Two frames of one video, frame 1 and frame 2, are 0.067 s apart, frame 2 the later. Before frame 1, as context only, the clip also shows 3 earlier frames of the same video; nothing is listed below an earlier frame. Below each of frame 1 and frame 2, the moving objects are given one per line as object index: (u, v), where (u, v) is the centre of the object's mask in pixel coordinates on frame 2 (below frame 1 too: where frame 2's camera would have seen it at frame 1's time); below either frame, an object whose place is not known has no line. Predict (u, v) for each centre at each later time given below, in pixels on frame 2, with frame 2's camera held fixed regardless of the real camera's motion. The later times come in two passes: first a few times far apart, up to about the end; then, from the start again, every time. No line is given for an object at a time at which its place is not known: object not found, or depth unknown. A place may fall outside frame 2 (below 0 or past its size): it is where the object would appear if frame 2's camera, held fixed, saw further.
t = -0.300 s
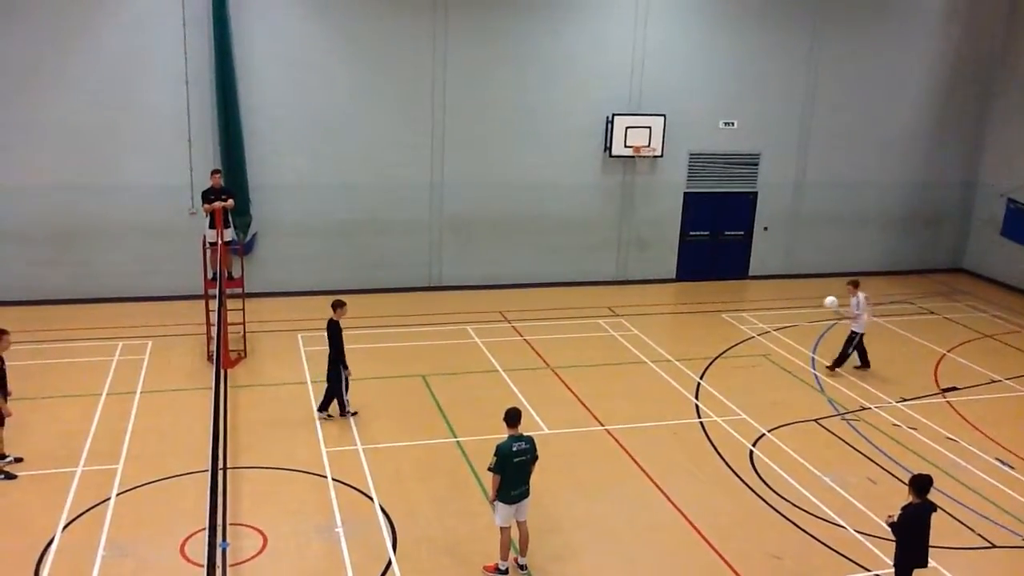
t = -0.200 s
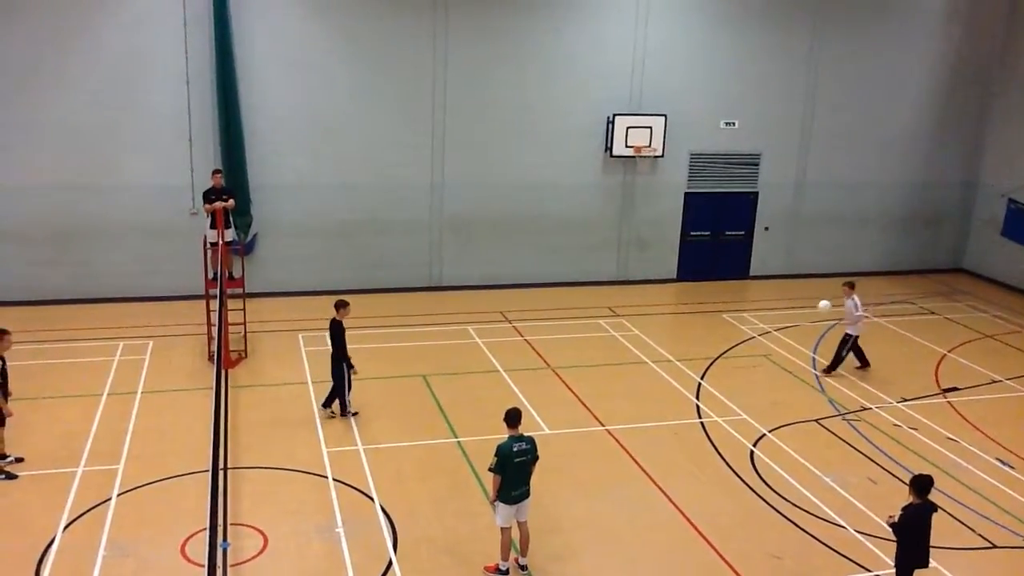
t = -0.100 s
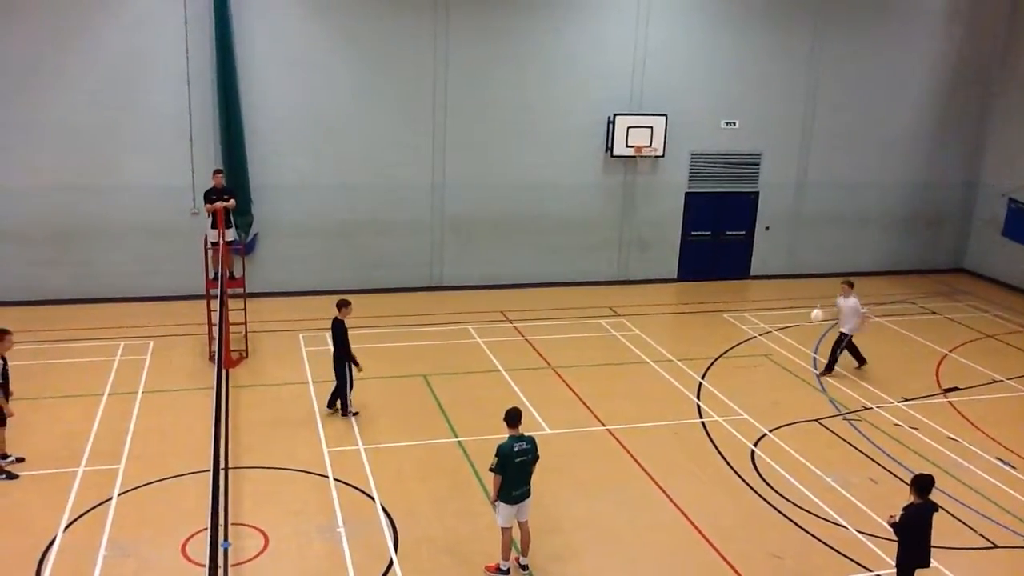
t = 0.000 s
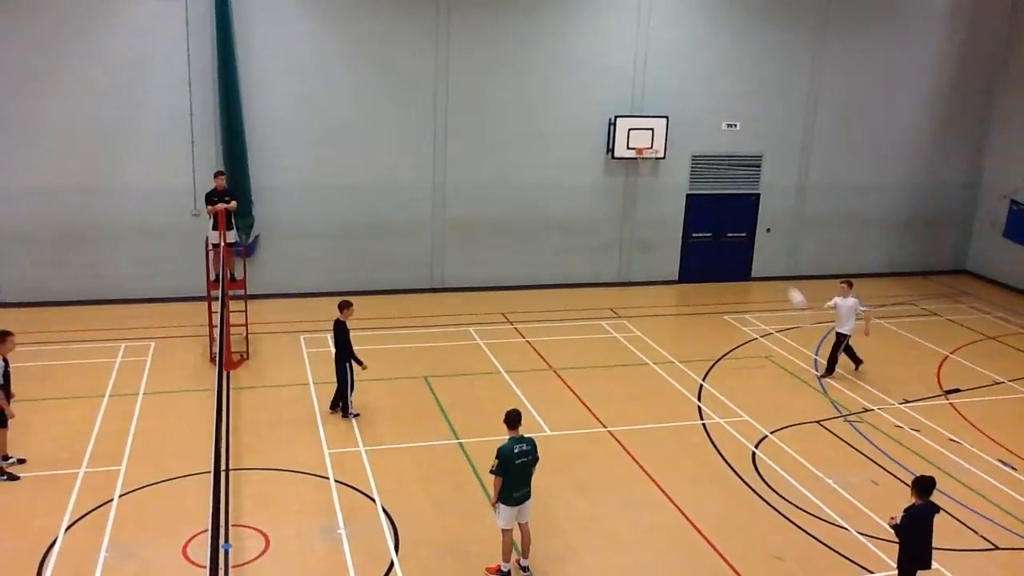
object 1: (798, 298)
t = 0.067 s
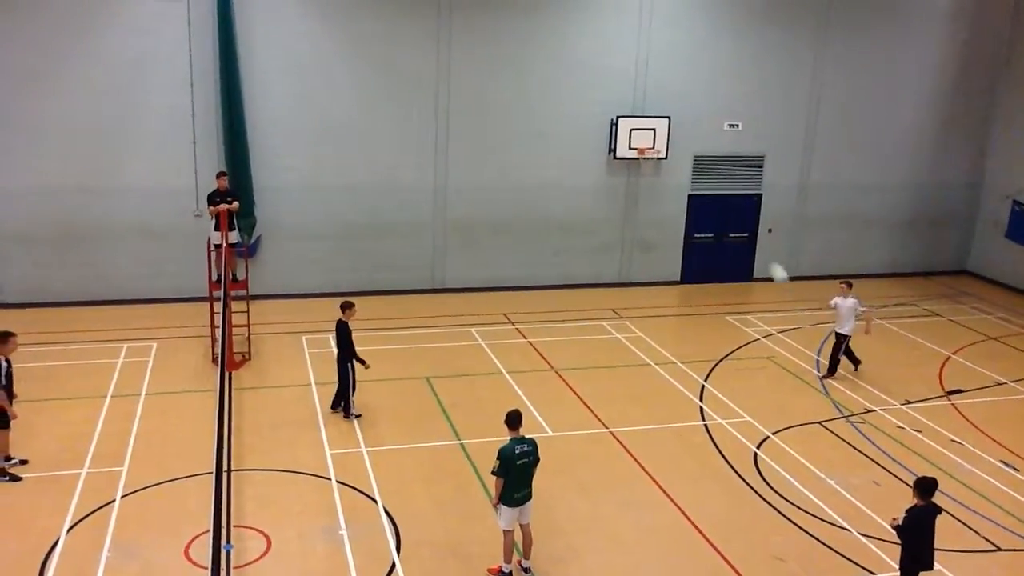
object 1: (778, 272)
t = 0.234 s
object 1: (720, 218)
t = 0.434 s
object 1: (627, 168)
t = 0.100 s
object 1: (767, 260)
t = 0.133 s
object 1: (757, 249)
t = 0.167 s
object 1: (745, 239)
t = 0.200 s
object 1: (733, 228)
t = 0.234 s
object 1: (720, 218)
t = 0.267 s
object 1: (707, 208)
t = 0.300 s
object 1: (693, 199)
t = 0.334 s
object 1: (676, 188)
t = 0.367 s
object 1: (662, 181)
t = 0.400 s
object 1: (644, 175)
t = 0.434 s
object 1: (627, 168)
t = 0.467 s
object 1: (609, 161)
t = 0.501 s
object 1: (590, 157)
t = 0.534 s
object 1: (570, 154)
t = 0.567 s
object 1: (550, 152)
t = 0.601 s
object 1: (528, 151)
